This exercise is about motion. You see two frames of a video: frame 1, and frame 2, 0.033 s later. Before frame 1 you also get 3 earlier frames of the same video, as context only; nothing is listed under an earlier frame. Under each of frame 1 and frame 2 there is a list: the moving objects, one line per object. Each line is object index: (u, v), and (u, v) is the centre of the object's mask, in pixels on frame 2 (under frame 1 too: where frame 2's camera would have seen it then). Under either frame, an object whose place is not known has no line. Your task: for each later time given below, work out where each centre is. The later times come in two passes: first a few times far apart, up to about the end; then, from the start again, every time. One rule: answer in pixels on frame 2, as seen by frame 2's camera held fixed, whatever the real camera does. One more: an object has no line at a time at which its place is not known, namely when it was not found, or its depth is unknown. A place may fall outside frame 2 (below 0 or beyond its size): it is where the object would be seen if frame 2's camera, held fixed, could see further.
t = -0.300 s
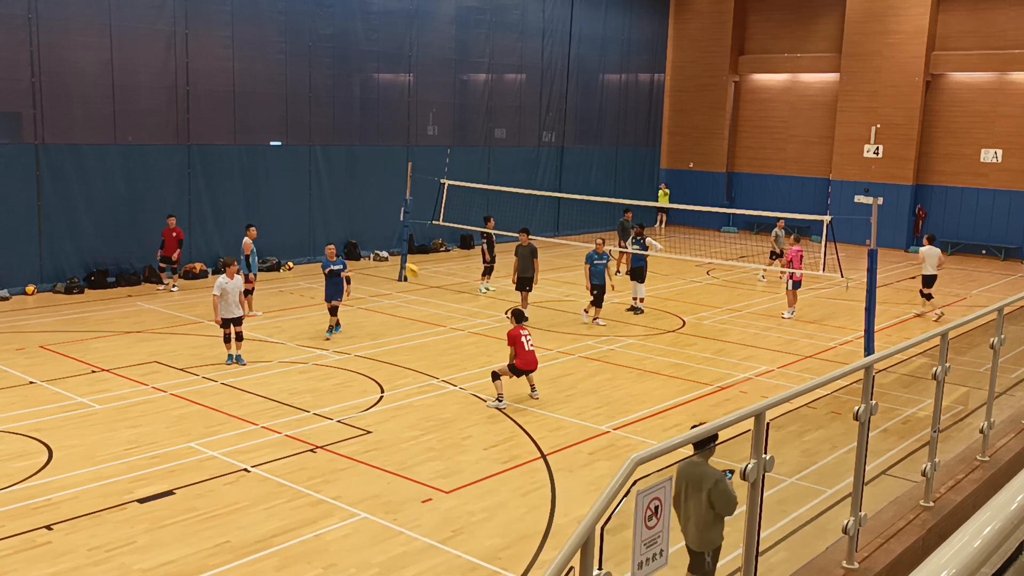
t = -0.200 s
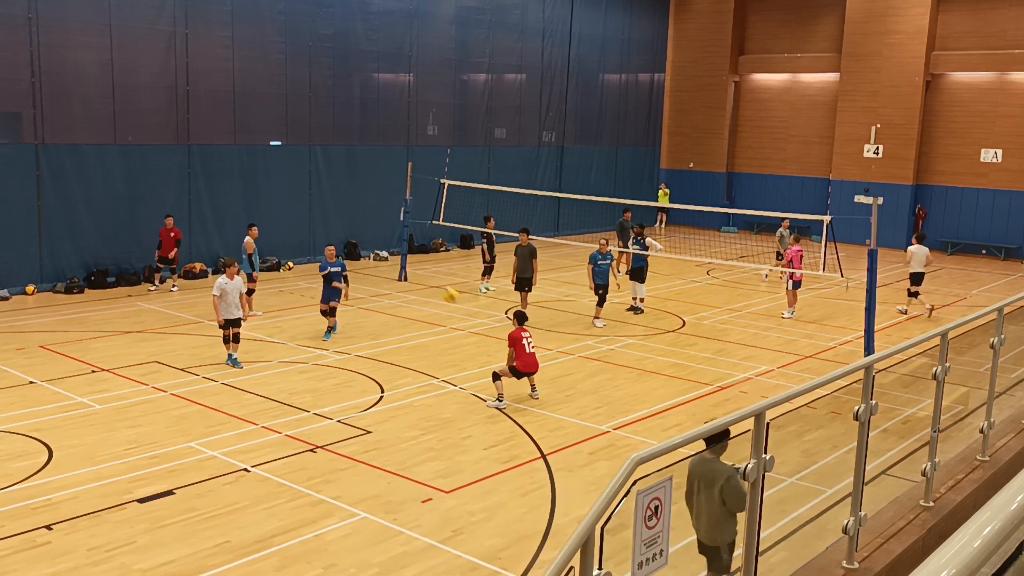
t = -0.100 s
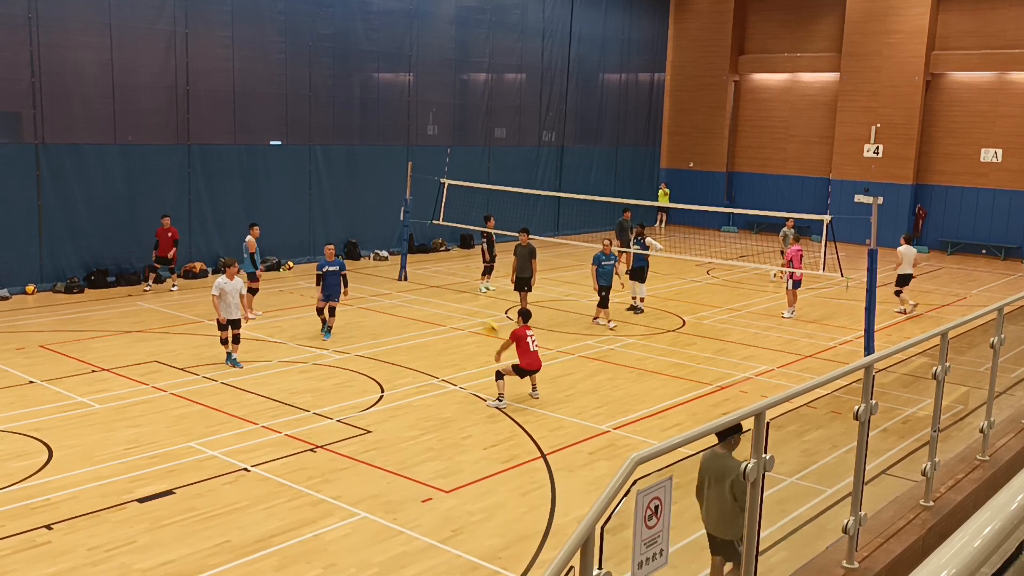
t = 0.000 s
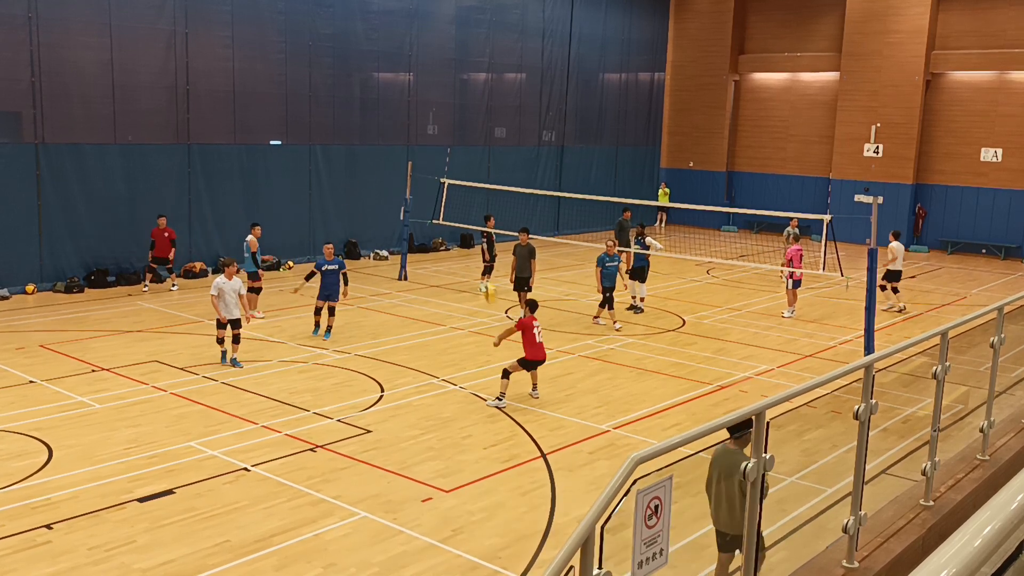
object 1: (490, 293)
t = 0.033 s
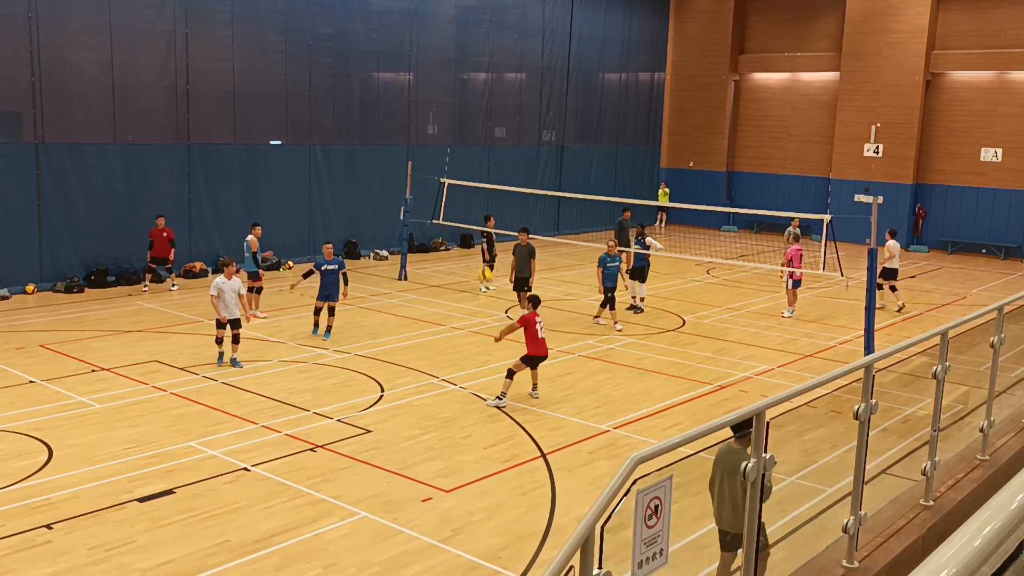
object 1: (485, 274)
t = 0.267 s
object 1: (451, 177)
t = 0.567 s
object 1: (411, 110)
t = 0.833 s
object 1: (376, 101)
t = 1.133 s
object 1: (340, 146)
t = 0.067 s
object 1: (480, 258)
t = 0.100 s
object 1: (474, 243)
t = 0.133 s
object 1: (470, 229)
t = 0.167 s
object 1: (465, 214)
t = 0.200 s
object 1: (461, 202)
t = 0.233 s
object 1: (456, 189)
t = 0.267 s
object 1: (451, 177)
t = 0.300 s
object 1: (446, 167)
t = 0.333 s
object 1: (442, 157)
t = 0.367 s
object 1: (438, 148)
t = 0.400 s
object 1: (433, 140)
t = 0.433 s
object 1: (429, 132)
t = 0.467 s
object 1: (424, 125)
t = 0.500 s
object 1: (419, 119)
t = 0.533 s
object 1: (415, 114)
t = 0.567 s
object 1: (411, 110)
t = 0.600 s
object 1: (406, 106)
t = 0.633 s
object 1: (402, 103)
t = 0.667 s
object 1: (398, 101)
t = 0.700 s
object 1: (393, 100)
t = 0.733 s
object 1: (389, 99)
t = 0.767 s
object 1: (385, 99)
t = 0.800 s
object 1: (381, 100)
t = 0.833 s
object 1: (376, 101)
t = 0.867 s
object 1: (372, 103)
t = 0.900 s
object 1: (368, 106)
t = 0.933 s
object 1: (364, 110)
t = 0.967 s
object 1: (360, 114)
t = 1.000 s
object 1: (356, 119)
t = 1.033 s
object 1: (352, 125)
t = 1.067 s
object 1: (348, 131)
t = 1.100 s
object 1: (344, 138)
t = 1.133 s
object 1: (340, 146)
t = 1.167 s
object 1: (337, 154)
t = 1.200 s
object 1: (333, 163)
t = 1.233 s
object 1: (329, 172)
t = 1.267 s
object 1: (325, 182)
